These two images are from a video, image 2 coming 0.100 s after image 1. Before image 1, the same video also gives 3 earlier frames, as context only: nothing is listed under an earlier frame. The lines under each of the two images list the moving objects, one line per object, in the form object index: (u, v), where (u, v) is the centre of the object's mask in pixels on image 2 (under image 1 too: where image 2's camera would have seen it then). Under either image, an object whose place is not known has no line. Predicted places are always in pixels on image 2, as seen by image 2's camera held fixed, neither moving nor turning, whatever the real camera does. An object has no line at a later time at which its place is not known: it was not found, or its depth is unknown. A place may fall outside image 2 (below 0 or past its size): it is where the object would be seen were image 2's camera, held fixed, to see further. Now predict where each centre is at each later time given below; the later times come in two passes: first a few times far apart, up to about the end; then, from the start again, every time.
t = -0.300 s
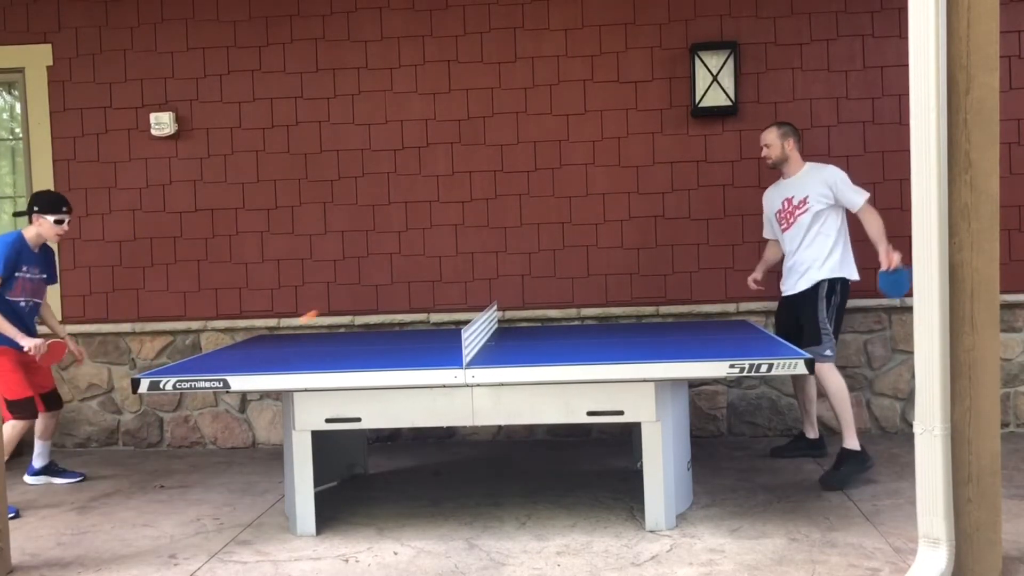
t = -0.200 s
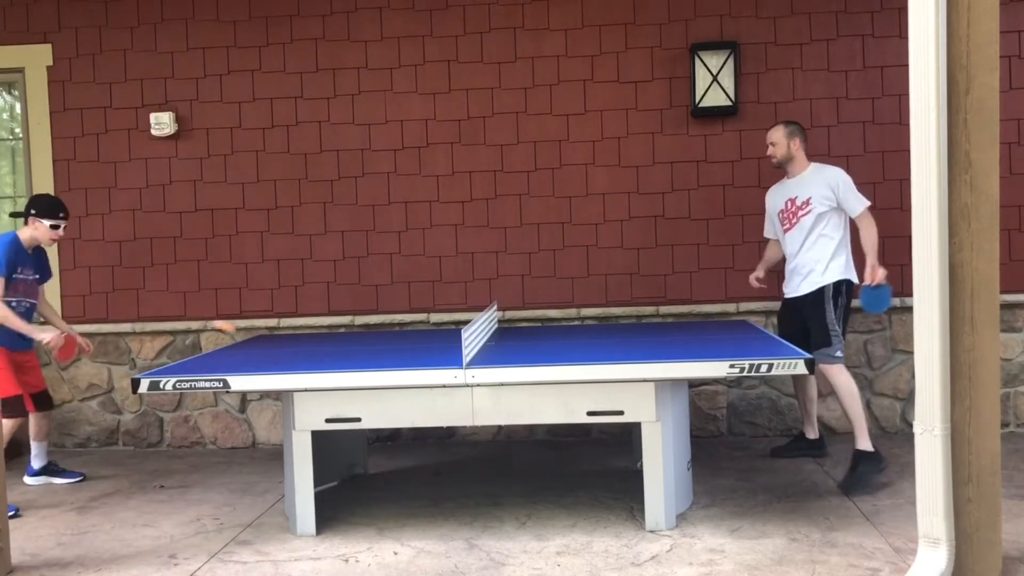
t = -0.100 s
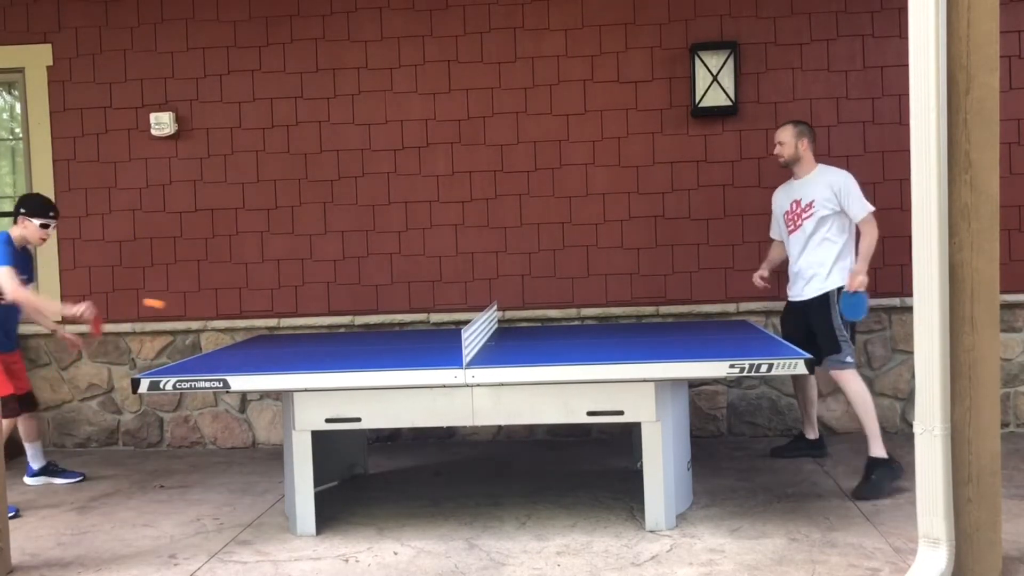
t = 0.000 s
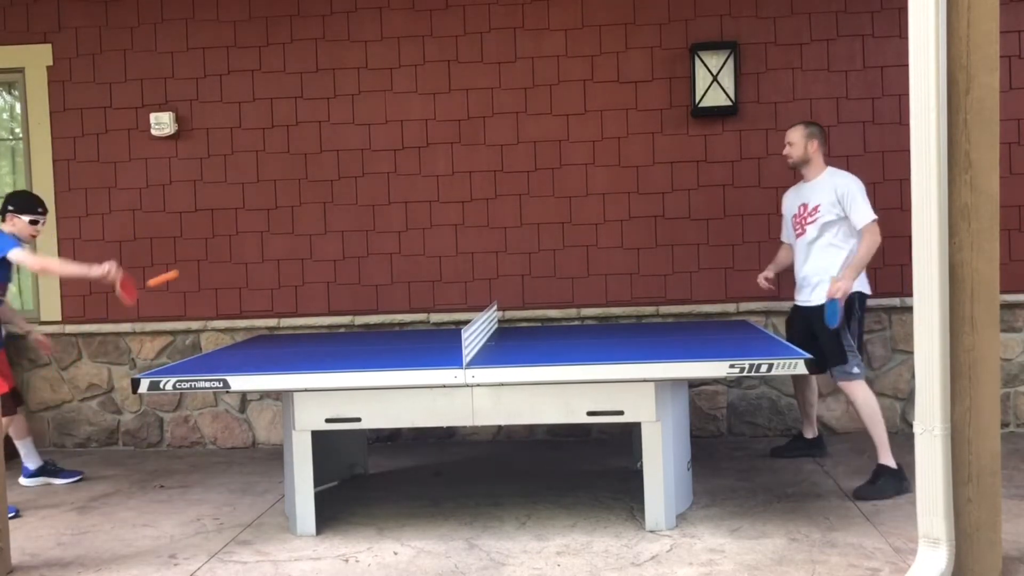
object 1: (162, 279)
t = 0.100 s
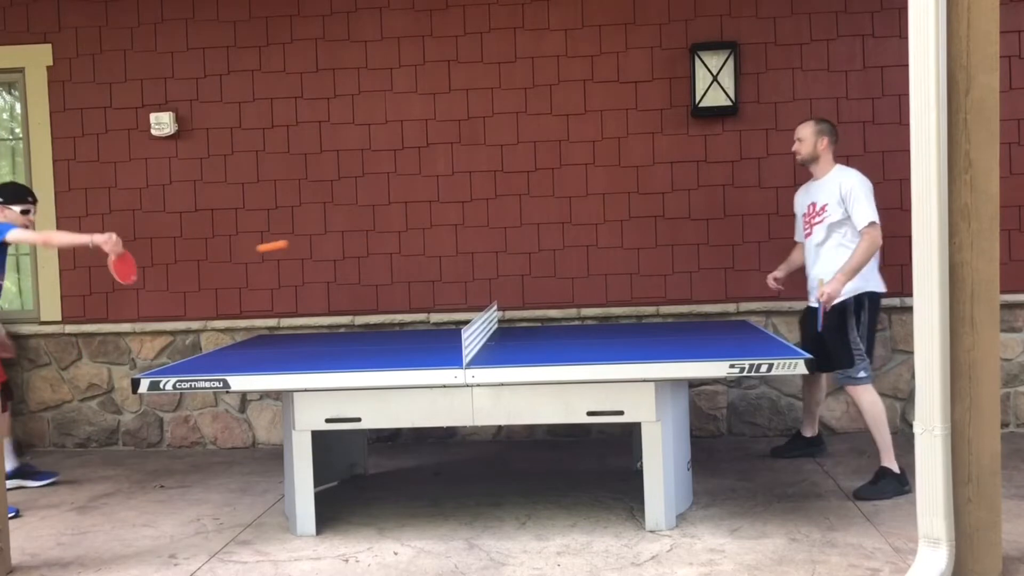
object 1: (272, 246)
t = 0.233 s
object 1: (413, 236)
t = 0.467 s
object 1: (641, 305)
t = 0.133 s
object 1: (308, 240)
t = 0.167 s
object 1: (343, 236)
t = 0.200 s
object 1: (378, 235)
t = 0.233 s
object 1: (413, 236)
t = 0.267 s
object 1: (447, 240)
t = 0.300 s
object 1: (480, 245)
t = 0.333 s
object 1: (514, 253)
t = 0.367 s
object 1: (546, 263)
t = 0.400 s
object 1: (578, 275)
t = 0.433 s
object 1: (611, 290)
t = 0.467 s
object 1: (641, 305)
